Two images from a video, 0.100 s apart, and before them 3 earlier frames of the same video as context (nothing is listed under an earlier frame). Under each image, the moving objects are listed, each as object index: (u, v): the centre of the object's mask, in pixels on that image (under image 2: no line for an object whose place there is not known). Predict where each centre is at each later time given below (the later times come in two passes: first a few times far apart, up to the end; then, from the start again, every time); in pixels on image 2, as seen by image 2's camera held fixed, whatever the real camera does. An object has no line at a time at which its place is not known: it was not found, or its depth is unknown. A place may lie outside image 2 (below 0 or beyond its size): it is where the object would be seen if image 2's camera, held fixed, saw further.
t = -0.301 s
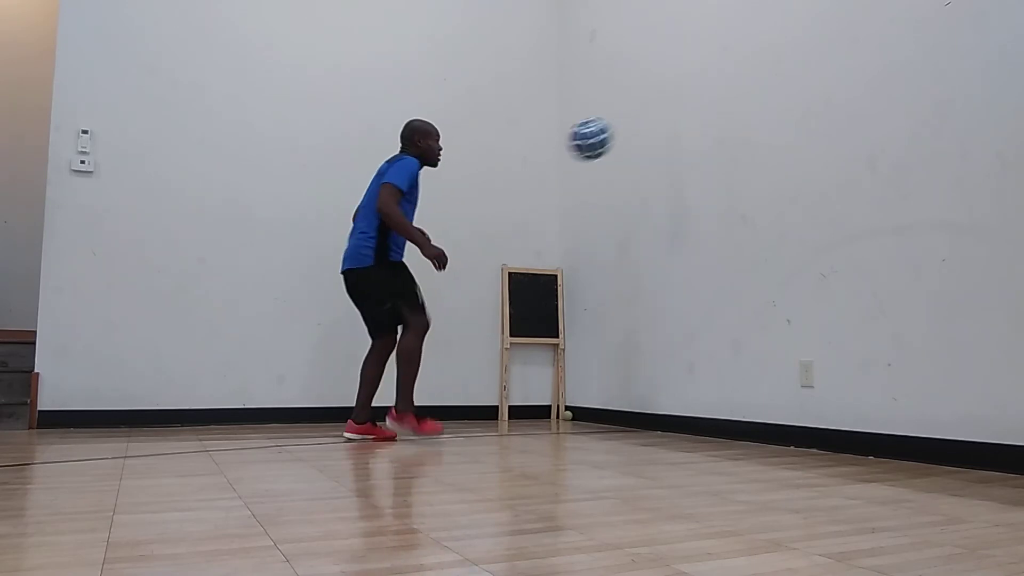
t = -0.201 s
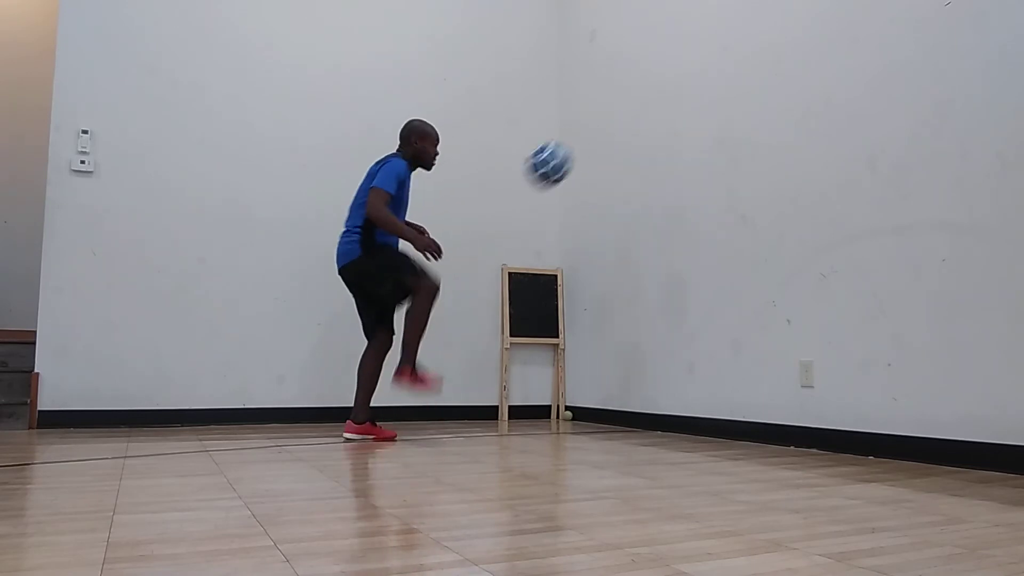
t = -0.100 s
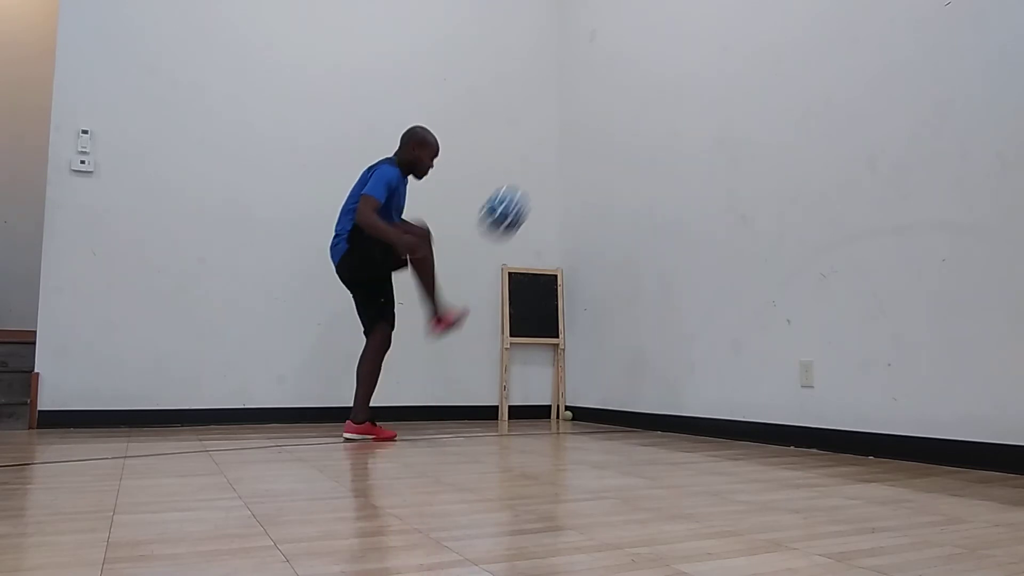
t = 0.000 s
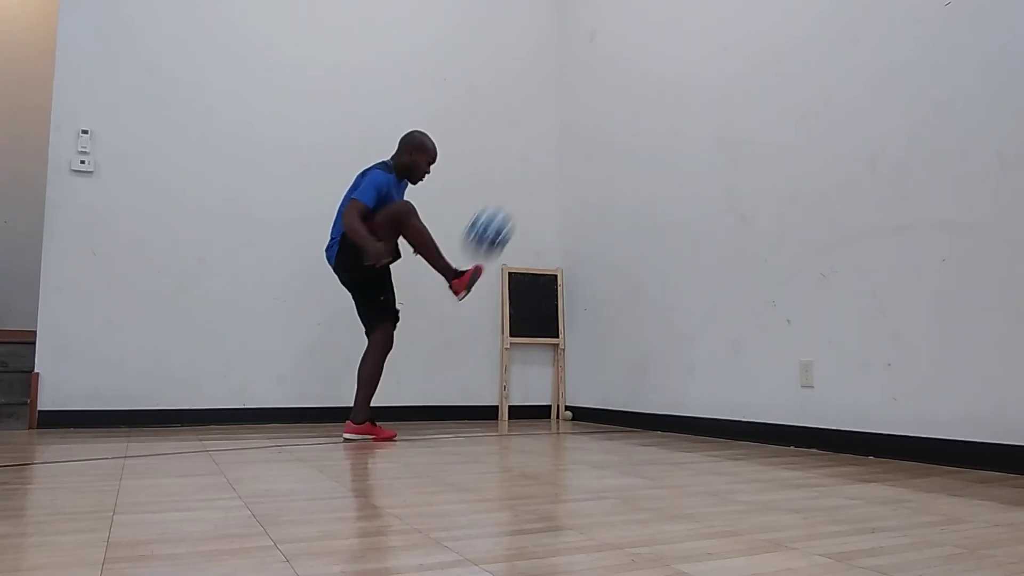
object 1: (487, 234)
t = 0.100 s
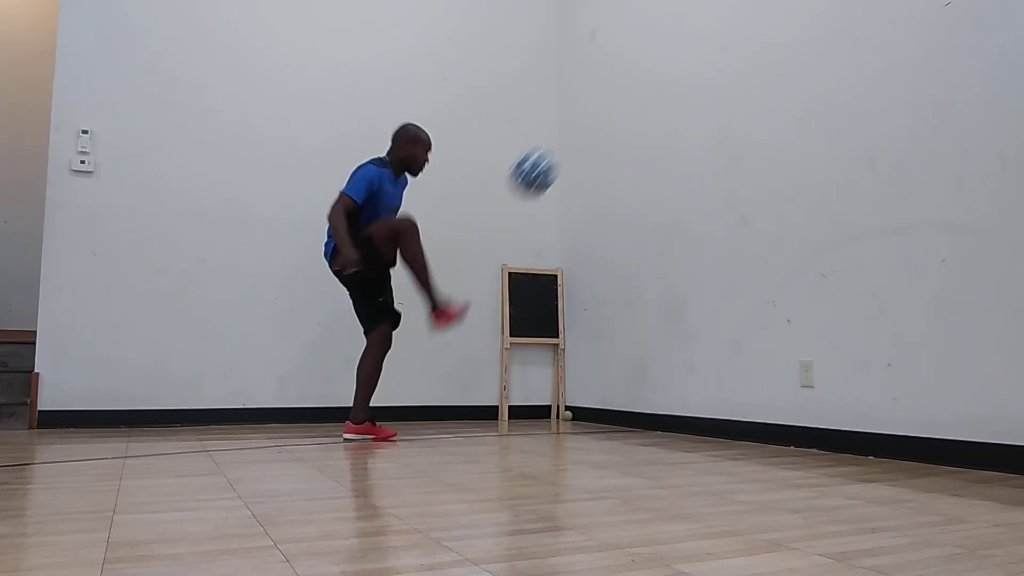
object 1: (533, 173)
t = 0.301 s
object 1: (614, 117)
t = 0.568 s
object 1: (633, 129)
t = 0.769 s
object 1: (564, 196)
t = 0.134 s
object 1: (547, 159)
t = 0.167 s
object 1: (561, 146)
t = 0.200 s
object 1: (574, 136)
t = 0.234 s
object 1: (588, 127)
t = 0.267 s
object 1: (601, 122)
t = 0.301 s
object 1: (614, 117)
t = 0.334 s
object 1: (627, 115)
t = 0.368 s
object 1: (639, 115)
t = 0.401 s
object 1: (651, 117)
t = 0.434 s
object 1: (662, 121)
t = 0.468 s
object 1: (666, 123)
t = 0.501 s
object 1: (655, 123)
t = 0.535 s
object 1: (644, 125)
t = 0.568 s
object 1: (633, 129)
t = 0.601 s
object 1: (622, 134)
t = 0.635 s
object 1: (611, 142)
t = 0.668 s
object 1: (600, 152)
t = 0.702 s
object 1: (588, 164)
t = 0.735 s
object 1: (576, 179)
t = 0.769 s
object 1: (564, 196)
